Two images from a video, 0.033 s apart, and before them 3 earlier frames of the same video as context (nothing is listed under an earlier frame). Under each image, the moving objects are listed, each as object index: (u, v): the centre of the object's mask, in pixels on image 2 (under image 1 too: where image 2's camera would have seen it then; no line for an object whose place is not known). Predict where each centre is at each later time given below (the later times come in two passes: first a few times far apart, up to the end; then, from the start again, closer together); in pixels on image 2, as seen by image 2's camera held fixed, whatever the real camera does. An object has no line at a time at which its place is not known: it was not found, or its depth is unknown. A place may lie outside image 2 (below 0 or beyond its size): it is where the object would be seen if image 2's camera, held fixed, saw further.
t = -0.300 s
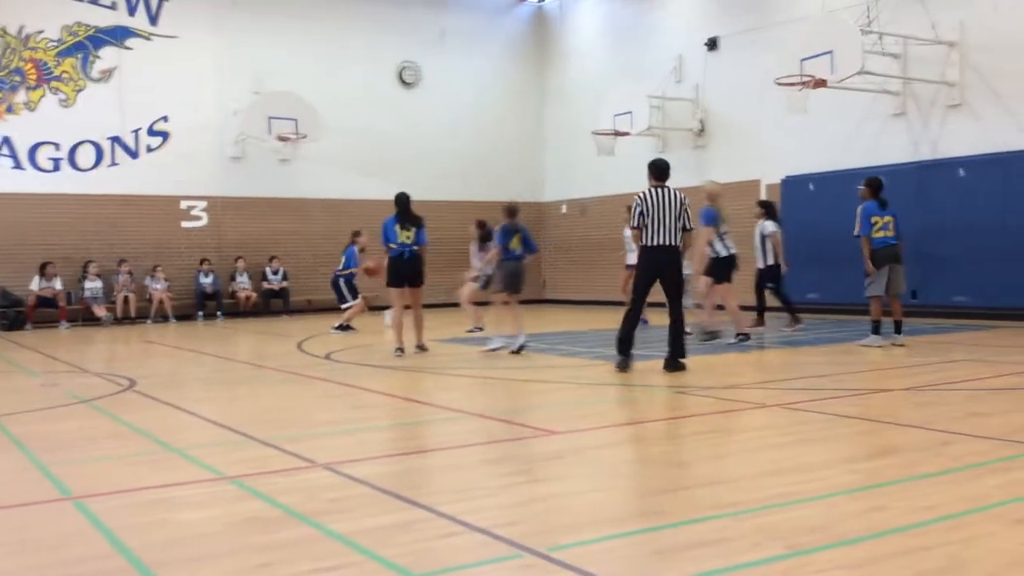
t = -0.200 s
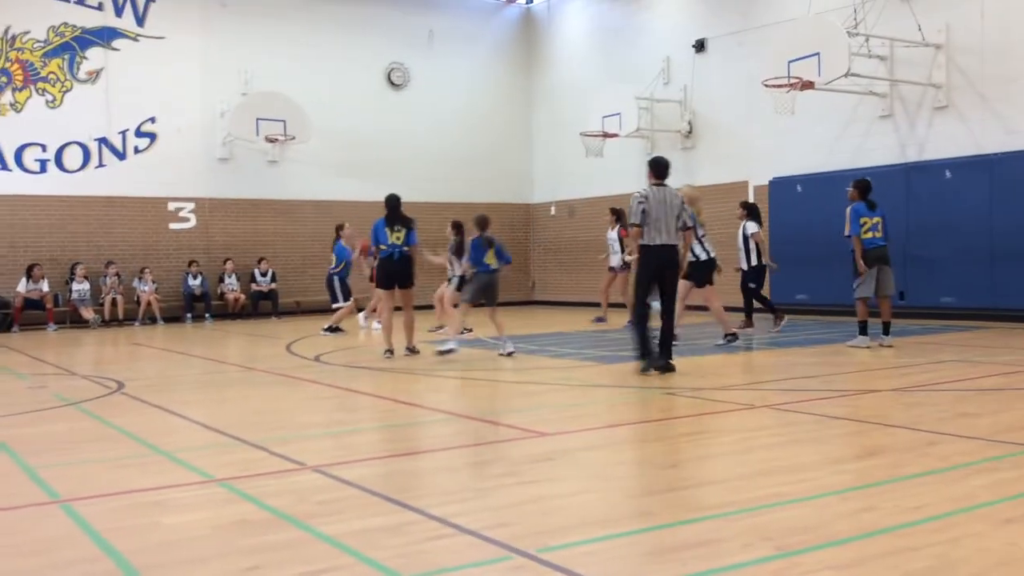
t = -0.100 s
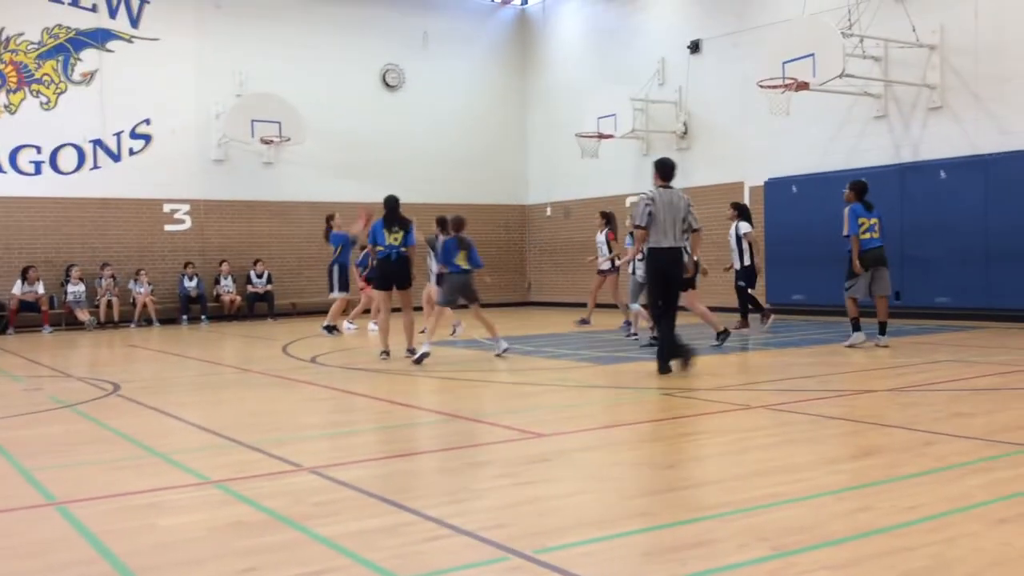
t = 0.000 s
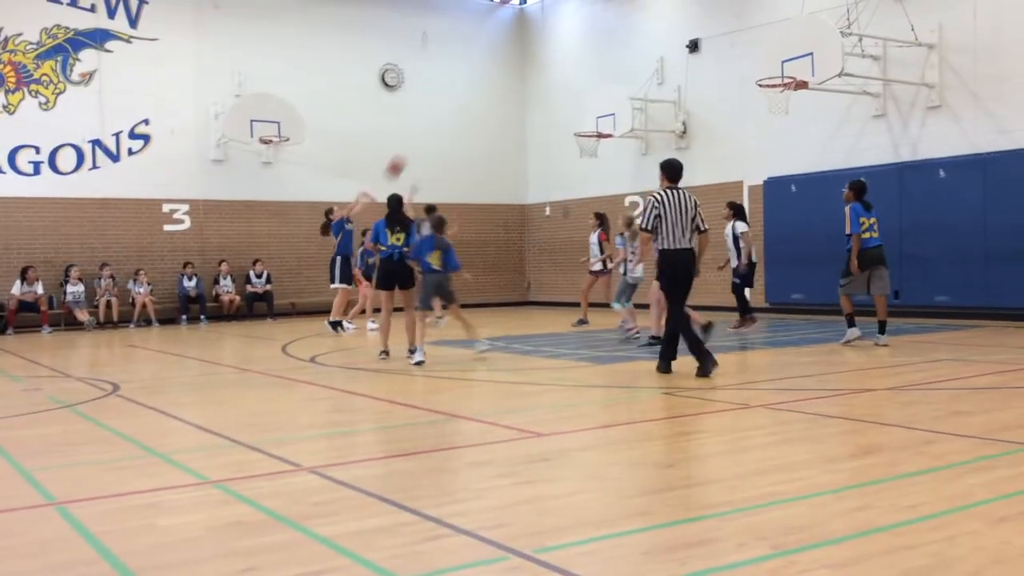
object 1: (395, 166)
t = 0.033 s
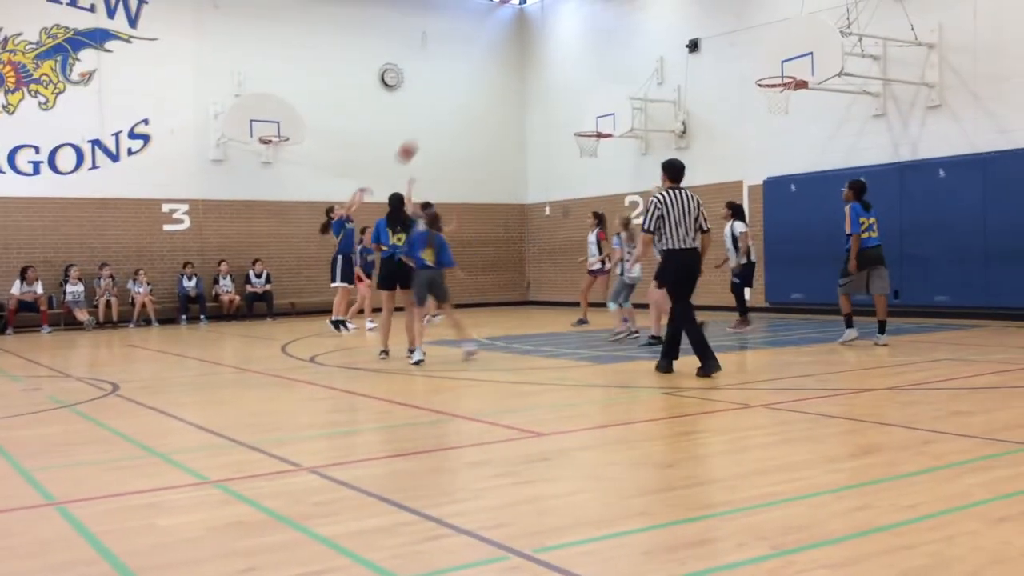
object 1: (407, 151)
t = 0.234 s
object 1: (478, 75)
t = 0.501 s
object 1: (574, 18)
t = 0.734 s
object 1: (658, 12)
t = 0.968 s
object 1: (743, 47)
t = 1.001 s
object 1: (756, 56)
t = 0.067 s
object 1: (419, 136)
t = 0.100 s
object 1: (431, 122)
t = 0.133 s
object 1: (443, 109)
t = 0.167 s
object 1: (454, 97)
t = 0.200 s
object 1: (467, 85)
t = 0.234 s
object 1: (478, 75)
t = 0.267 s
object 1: (490, 65)
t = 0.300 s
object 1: (503, 56)
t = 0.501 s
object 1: (574, 18)
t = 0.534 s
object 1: (586, 14)
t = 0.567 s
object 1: (598, 12)
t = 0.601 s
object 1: (610, 10)
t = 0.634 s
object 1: (622, 9)
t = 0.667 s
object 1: (634, 9)
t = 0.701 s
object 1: (646, 10)
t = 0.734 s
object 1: (658, 12)
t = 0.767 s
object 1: (670, 14)
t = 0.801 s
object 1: (682, 17)
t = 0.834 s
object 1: (695, 22)
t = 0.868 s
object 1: (707, 27)
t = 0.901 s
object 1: (719, 33)
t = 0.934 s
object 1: (732, 40)
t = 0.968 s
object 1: (743, 47)
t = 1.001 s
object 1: (756, 56)
